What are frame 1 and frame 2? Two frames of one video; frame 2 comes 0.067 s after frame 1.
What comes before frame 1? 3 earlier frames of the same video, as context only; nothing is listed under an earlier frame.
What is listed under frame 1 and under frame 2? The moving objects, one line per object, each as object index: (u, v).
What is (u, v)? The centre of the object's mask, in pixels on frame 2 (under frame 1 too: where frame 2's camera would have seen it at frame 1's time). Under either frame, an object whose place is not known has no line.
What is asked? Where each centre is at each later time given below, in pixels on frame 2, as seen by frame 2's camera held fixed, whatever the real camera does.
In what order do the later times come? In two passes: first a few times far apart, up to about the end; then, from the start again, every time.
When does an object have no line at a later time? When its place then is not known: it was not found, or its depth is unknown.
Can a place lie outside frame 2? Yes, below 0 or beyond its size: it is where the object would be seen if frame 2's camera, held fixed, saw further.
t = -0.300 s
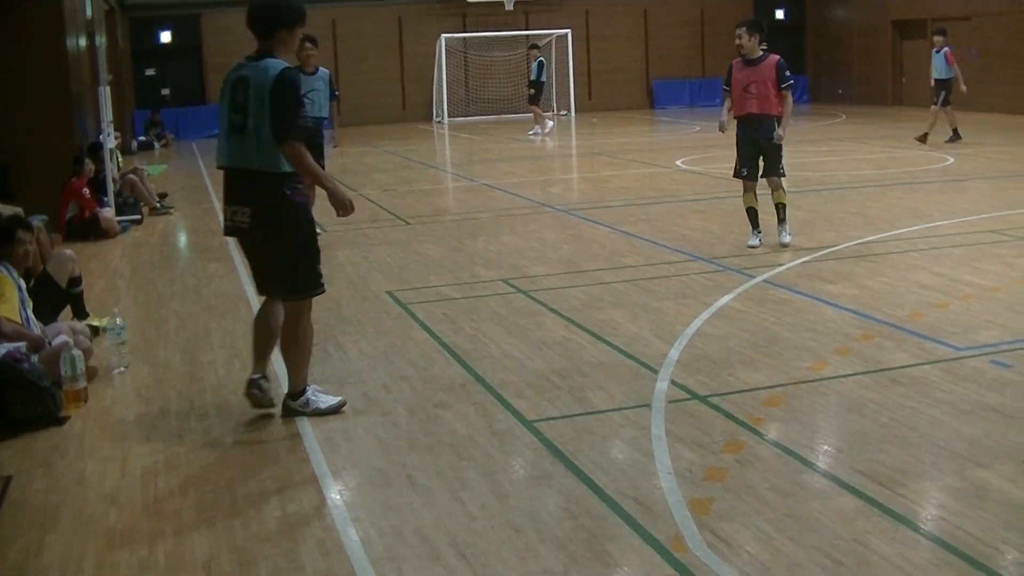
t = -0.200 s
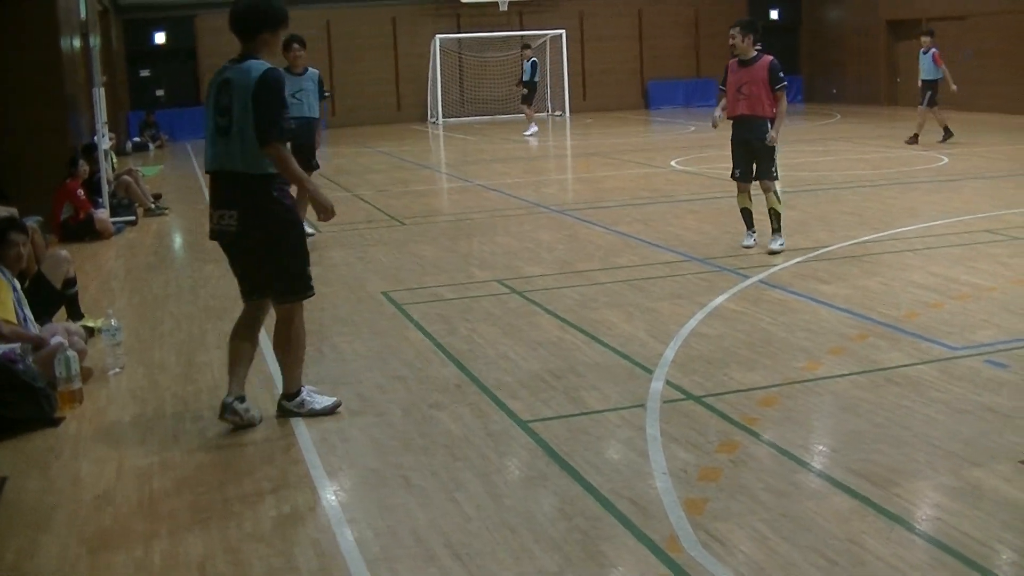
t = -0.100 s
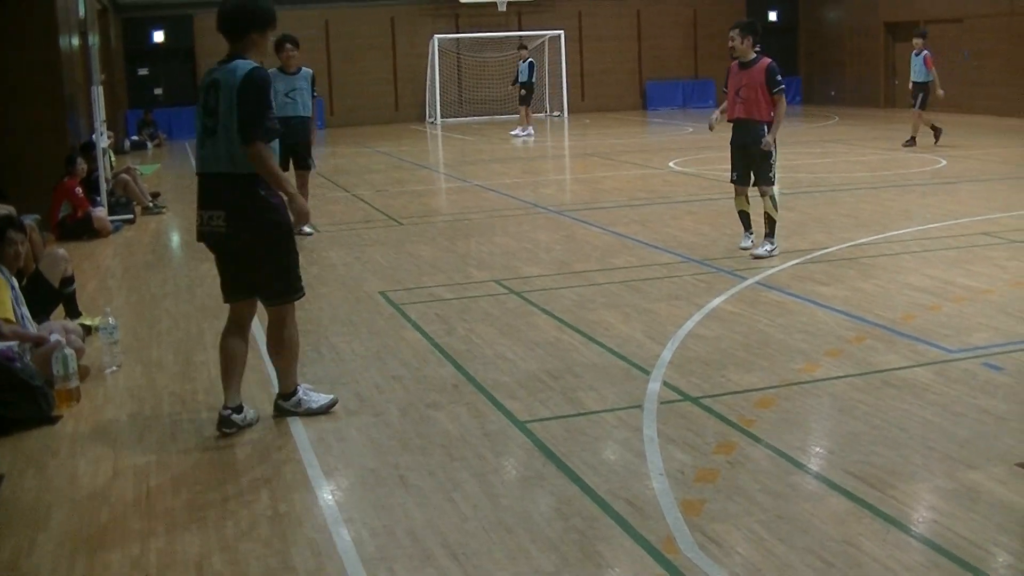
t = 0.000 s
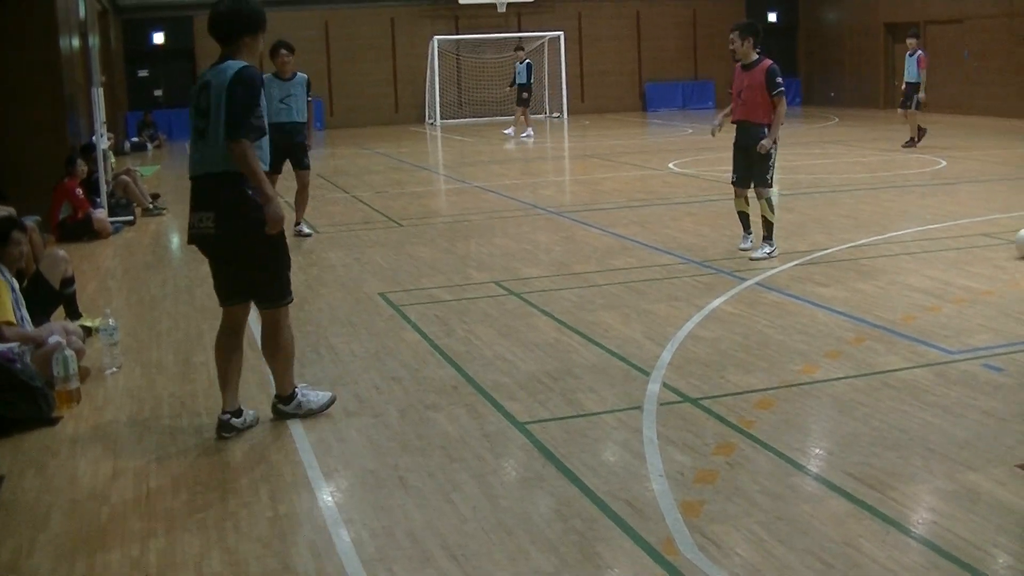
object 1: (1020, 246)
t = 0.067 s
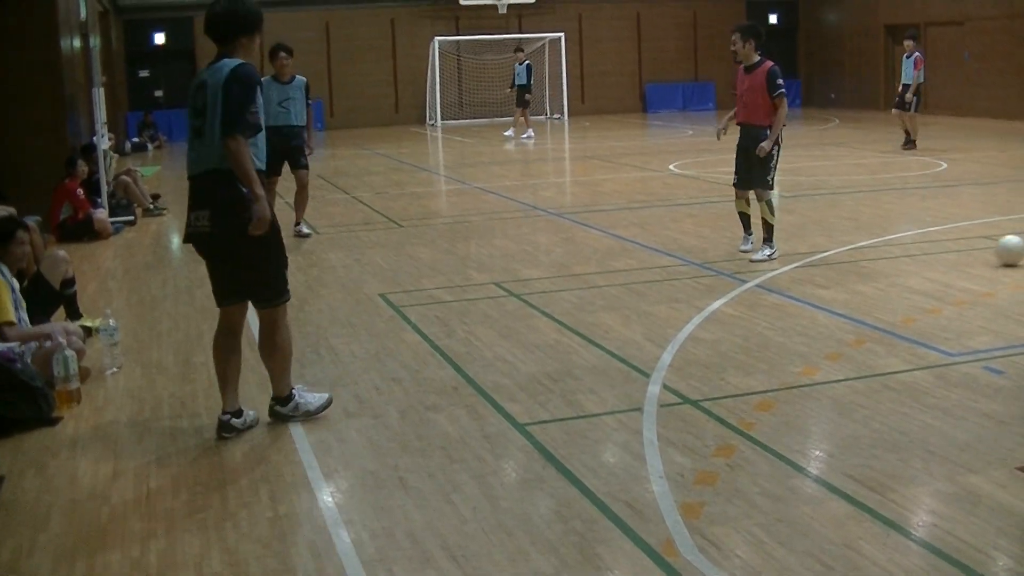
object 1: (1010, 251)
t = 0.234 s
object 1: (957, 264)
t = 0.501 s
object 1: (858, 289)
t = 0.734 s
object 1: (755, 316)
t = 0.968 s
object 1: (631, 348)
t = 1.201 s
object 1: (482, 388)
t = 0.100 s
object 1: (1000, 252)
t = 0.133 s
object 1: (990, 255)
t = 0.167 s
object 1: (979, 258)
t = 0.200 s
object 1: (968, 261)
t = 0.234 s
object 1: (957, 264)
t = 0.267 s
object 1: (945, 267)
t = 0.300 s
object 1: (934, 269)
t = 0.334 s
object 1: (922, 273)
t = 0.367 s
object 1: (909, 276)
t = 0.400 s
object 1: (897, 279)
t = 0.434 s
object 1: (884, 282)
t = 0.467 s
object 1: (871, 286)
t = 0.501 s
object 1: (858, 289)
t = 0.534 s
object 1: (844, 292)
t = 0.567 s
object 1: (830, 296)
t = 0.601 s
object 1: (816, 300)
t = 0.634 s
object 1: (801, 303)
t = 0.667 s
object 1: (786, 308)
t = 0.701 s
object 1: (771, 311)
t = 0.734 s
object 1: (755, 316)
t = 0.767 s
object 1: (739, 320)
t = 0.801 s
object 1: (722, 325)
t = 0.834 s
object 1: (705, 329)
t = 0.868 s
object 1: (687, 334)
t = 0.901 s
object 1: (669, 339)
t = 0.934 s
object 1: (650, 343)
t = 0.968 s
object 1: (631, 348)
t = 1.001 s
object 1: (612, 355)
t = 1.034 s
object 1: (592, 359)
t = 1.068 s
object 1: (571, 365)
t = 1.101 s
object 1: (550, 370)
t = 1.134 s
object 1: (526, 376)
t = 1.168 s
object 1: (504, 381)
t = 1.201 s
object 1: (482, 388)
